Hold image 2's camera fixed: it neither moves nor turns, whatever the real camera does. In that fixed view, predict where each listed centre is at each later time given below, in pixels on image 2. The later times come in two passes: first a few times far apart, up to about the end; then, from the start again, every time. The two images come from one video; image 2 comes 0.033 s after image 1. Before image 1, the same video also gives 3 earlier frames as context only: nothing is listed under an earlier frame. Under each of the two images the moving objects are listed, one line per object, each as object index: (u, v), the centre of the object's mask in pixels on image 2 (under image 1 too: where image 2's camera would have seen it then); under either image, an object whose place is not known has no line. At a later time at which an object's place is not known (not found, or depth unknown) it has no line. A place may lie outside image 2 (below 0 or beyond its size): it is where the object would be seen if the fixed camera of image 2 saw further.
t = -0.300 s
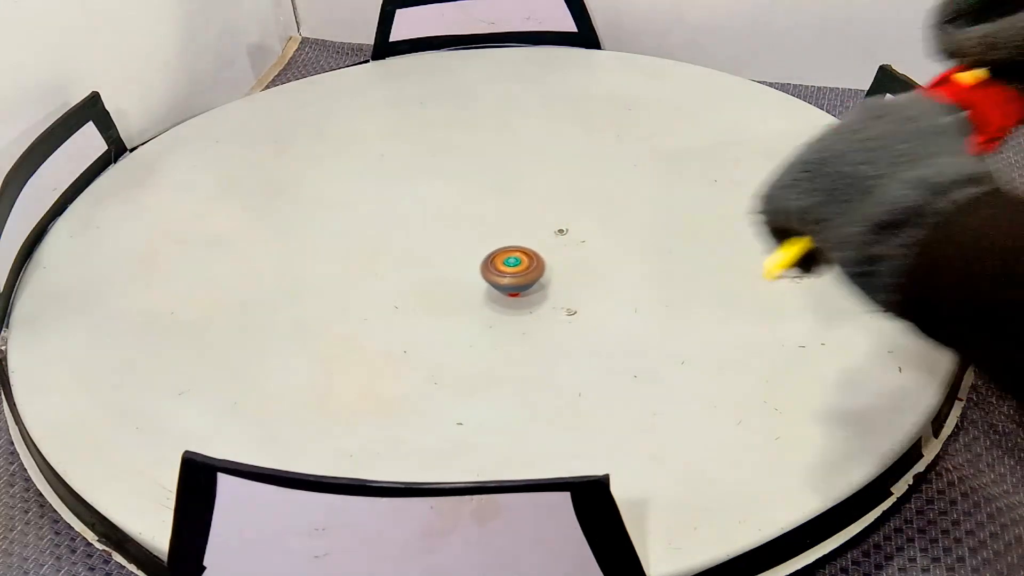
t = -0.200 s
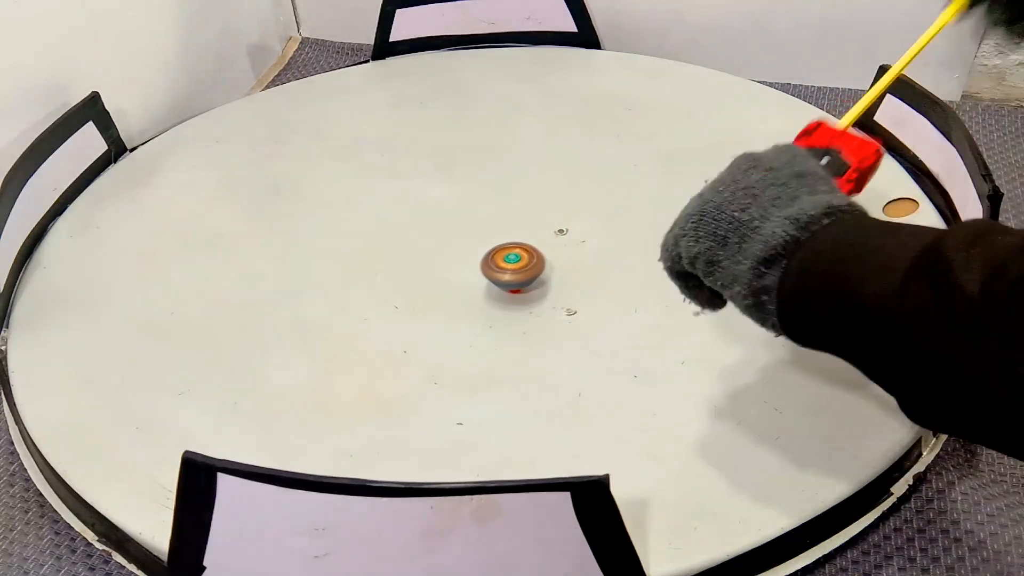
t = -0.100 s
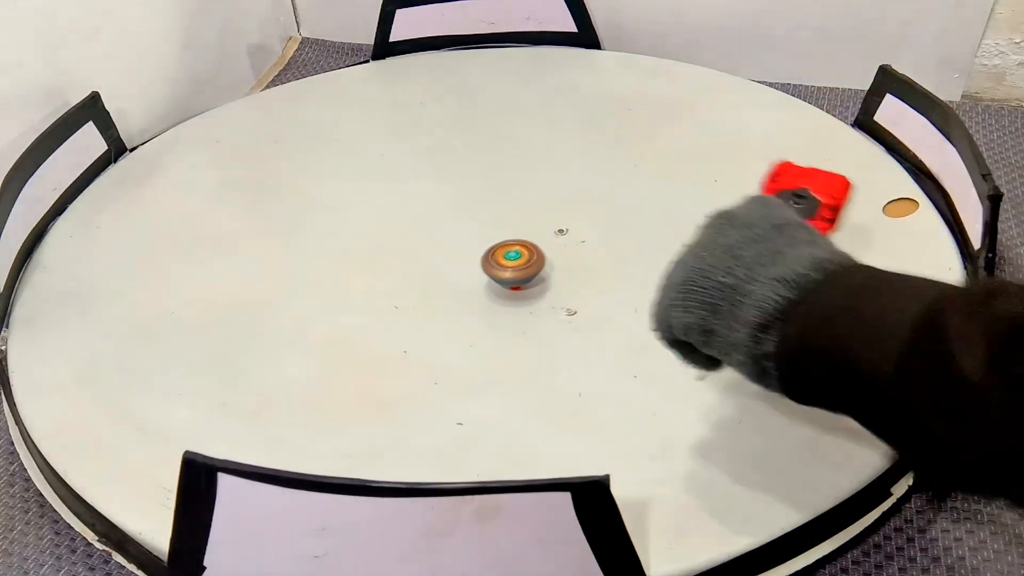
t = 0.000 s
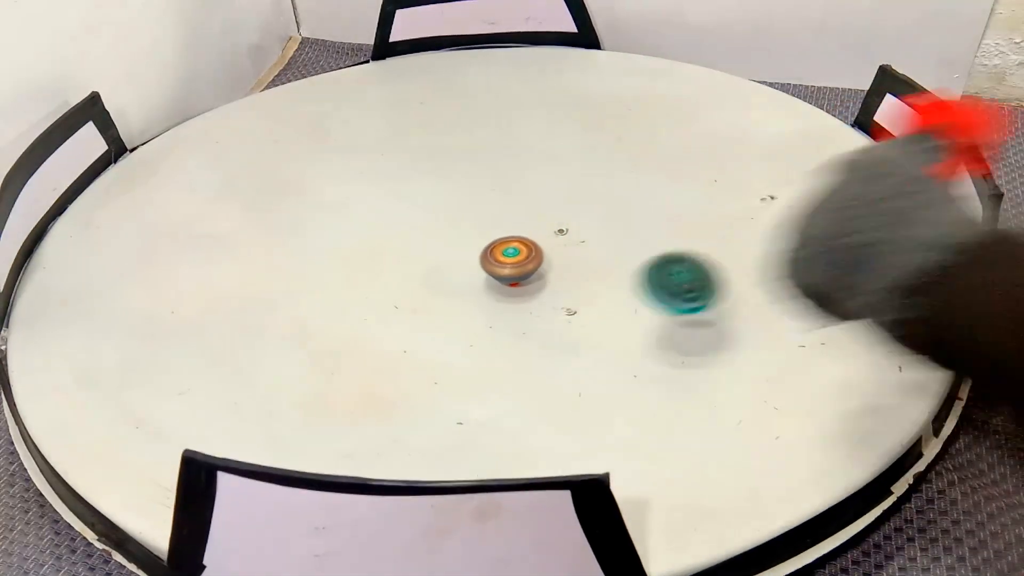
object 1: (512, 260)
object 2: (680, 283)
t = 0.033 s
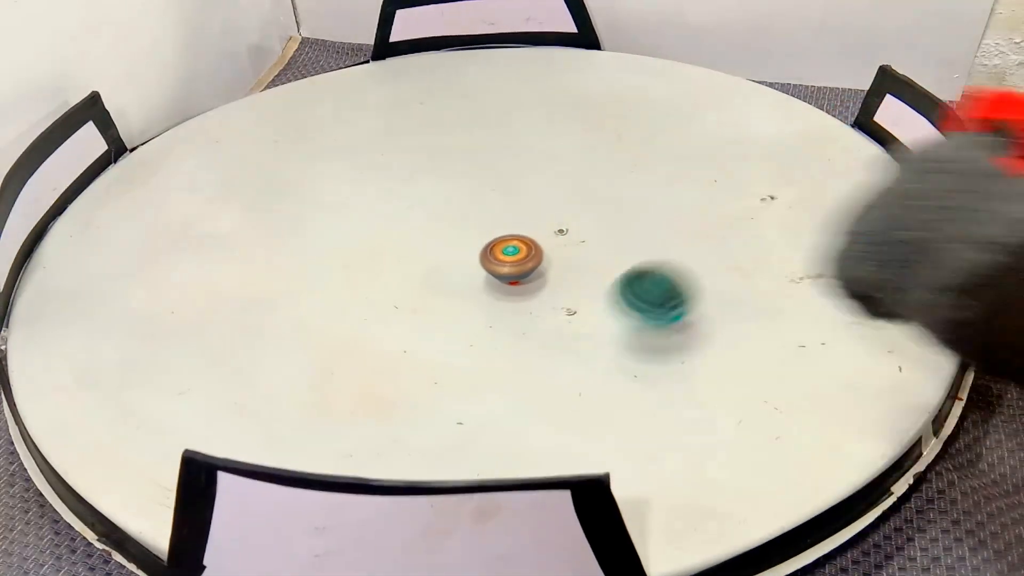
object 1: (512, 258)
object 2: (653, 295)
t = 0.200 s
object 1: (508, 242)
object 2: (530, 289)
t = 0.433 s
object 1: (512, 199)
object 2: (489, 301)
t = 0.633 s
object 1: (522, 184)
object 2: (530, 311)
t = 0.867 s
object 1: (519, 184)
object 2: (569, 314)
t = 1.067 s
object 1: (508, 195)
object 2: (590, 302)
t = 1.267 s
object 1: (494, 211)
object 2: (587, 285)
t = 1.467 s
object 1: (479, 231)
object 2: (562, 274)
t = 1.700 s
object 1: (467, 259)
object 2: (532, 275)
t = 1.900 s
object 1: (446, 275)
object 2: (534, 278)
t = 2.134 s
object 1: (448, 291)
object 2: (530, 276)
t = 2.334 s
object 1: (462, 298)
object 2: (524, 271)
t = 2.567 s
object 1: (476, 300)
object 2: (521, 258)
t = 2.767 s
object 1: (493, 292)
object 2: (518, 242)
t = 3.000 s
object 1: (515, 274)
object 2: (510, 230)
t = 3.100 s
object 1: (523, 269)
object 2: (509, 223)
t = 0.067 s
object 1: (511, 256)
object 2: (627, 305)
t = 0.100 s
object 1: (511, 254)
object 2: (600, 292)
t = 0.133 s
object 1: (510, 253)
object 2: (572, 293)
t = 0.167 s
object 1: (509, 250)
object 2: (549, 286)
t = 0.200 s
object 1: (508, 242)
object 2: (530, 289)
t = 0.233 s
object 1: (507, 230)
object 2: (515, 292)
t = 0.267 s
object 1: (506, 223)
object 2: (503, 294)
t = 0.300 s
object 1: (507, 216)
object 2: (494, 296)
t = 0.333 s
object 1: (508, 211)
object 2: (488, 297)
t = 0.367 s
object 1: (510, 206)
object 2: (485, 298)
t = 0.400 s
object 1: (511, 202)
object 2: (485, 299)
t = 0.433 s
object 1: (512, 199)
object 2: (489, 301)
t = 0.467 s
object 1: (514, 195)
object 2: (495, 302)
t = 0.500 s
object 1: (516, 193)
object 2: (503, 304)
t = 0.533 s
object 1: (518, 190)
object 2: (510, 306)
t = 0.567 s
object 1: (519, 188)
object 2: (517, 308)
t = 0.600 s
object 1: (521, 186)
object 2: (523, 310)
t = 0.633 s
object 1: (522, 184)
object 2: (530, 311)
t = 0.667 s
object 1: (522, 183)
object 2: (535, 313)
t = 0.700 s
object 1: (522, 183)
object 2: (541, 314)
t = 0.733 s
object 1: (522, 183)
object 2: (548, 314)
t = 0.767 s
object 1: (521, 183)
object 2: (553, 315)
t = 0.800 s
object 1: (521, 183)
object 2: (559, 315)
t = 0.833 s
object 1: (520, 183)
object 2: (564, 314)
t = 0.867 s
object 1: (519, 184)
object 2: (569, 314)
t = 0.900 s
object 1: (518, 186)
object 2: (574, 312)
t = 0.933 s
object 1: (516, 187)
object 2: (578, 311)
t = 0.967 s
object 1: (514, 189)
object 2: (582, 309)
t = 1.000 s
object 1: (512, 190)
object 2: (585, 307)
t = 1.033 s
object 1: (510, 192)
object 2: (588, 304)
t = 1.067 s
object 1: (508, 195)
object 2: (590, 302)
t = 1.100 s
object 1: (506, 197)
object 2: (592, 299)
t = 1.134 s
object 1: (504, 200)
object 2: (592, 296)
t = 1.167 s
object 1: (502, 203)
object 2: (593, 293)
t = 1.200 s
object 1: (499, 205)
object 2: (591, 290)
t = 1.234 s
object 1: (497, 208)
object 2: (590, 287)
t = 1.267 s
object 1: (494, 211)
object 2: (587, 285)
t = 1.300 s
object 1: (492, 214)
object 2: (583, 283)
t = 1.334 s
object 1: (489, 217)
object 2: (579, 281)
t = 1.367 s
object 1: (486, 220)
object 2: (574, 278)
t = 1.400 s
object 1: (484, 224)
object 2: (571, 277)
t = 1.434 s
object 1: (482, 227)
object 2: (567, 276)
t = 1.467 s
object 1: (479, 231)
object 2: (562, 274)
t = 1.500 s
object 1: (477, 235)
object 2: (558, 274)
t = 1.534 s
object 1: (475, 239)
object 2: (553, 274)
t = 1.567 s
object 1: (474, 243)
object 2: (548, 273)
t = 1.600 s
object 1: (472, 247)
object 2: (543, 274)
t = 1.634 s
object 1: (471, 251)
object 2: (539, 274)
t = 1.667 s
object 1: (470, 255)
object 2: (535, 274)
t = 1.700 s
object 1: (467, 259)
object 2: (532, 275)
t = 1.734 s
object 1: (461, 260)
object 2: (534, 276)
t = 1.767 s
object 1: (456, 263)
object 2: (534, 277)
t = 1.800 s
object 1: (453, 267)
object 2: (534, 278)
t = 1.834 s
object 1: (449, 269)
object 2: (534, 278)
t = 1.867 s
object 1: (448, 272)
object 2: (534, 278)
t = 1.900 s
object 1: (446, 275)
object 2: (534, 278)
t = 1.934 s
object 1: (446, 277)
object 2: (533, 278)
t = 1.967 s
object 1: (446, 280)
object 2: (533, 277)
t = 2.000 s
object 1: (445, 283)
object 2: (533, 277)
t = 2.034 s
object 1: (446, 285)
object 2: (532, 277)
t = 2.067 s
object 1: (446, 287)
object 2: (532, 277)
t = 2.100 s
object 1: (447, 290)
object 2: (531, 276)
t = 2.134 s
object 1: (448, 291)
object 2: (530, 276)
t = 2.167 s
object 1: (450, 293)
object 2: (529, 275)
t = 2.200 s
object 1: (452, 294)
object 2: (528, 275)
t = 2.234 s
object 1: (454, 295)
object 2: (527, 274)
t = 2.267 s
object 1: (457, 297)
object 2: (526, 273)
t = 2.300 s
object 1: (459, 297)
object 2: (525, 273)
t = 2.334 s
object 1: (462, 298)
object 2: (524, 271)
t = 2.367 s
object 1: (464, 299)
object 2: (523, 270)
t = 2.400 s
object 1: (466, 299)
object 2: (523, 269)
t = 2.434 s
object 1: (468, 300)
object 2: (522, 267)
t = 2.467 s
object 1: (471, 299)
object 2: (521, 266)
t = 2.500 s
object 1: (473, 299)
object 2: (521, 264)
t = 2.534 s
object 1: (475, 300)
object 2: (521, 261)
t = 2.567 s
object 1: (476, 300)
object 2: (521, 258)
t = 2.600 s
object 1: (478, 299)
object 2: (521, 256)
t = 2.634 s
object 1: (481, 298)
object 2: (521, 253)
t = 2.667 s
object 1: (484, 297)
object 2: (520, 250)
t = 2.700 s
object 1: (487, 295)
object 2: (520, 247)
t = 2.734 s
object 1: (490, 293)
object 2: (519, 245)
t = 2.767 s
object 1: (493, 292)
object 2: (518, 242)
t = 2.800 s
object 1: (497, 290)
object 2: (517, 240)
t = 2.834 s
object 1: (500, 288)
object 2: (516, 238)
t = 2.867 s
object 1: (503, 285)
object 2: (514, 236)
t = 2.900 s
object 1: (506, 282)
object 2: (513, 234)
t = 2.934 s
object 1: (509, 280)
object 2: (512, 232)
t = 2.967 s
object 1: (513, 277)
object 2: (511, 231)
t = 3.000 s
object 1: (515, 274)
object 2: (510, 230)
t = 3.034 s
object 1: (518, 272)
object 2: (510, 227)
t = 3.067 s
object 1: (520, 270)
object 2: (510, 225)
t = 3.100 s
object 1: (523, 269)
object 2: (509, 223)
